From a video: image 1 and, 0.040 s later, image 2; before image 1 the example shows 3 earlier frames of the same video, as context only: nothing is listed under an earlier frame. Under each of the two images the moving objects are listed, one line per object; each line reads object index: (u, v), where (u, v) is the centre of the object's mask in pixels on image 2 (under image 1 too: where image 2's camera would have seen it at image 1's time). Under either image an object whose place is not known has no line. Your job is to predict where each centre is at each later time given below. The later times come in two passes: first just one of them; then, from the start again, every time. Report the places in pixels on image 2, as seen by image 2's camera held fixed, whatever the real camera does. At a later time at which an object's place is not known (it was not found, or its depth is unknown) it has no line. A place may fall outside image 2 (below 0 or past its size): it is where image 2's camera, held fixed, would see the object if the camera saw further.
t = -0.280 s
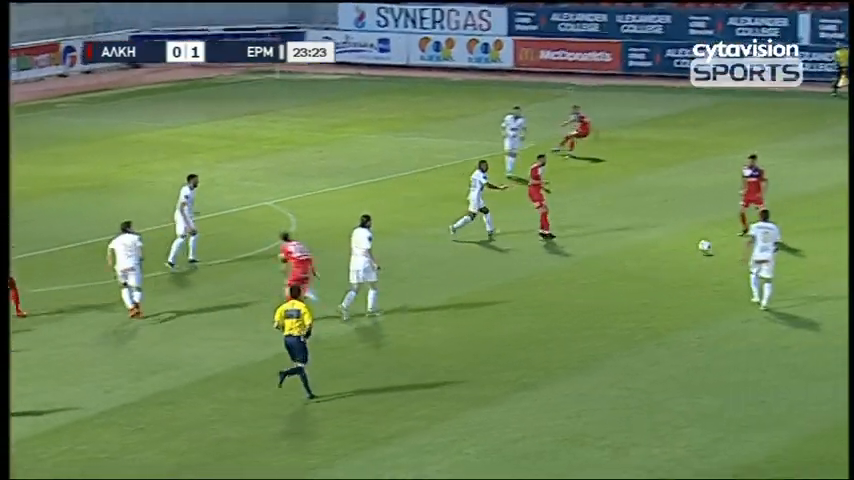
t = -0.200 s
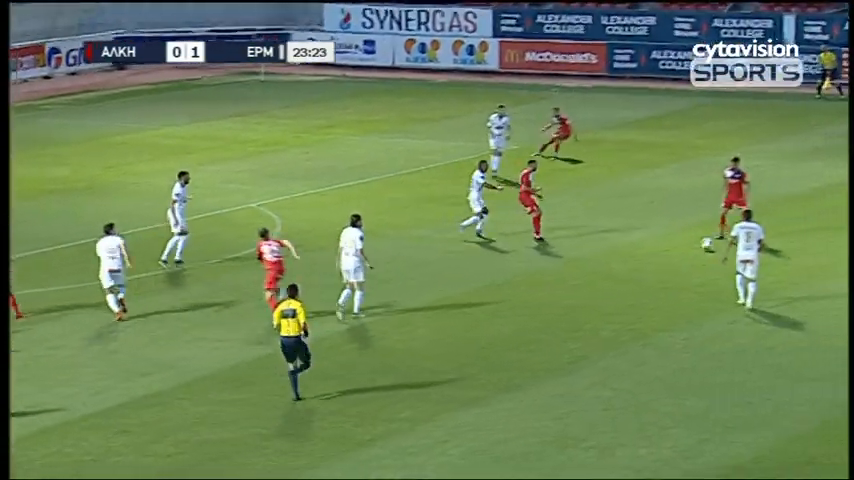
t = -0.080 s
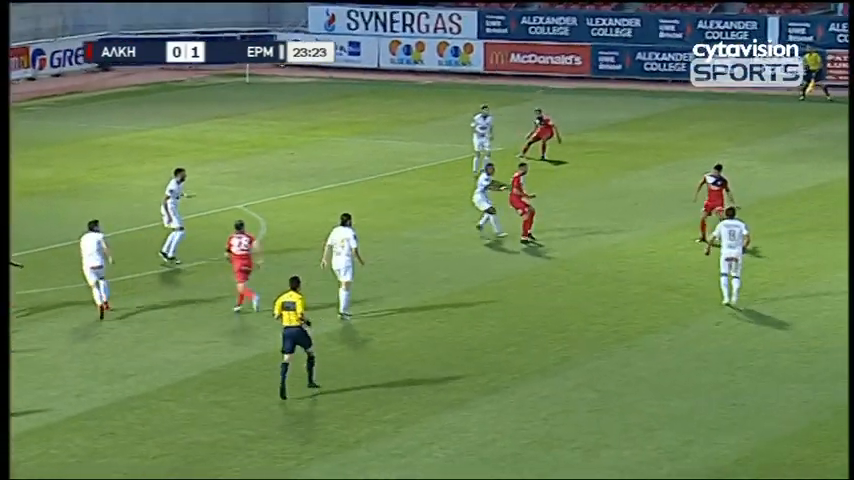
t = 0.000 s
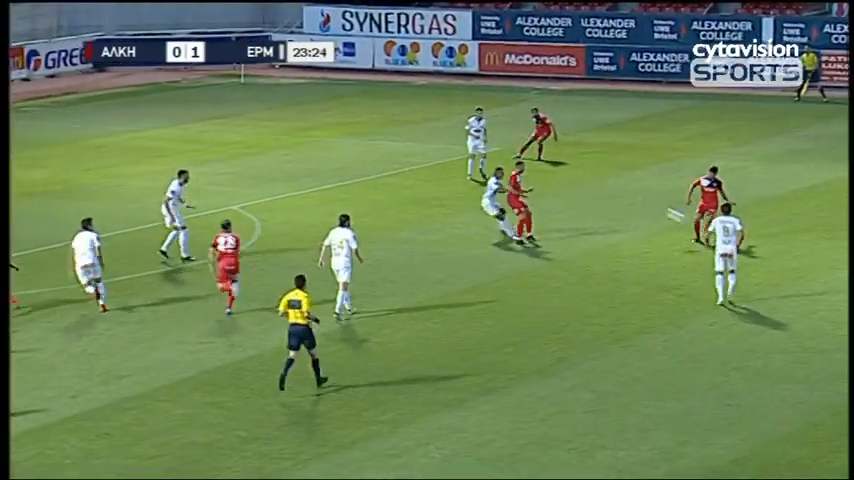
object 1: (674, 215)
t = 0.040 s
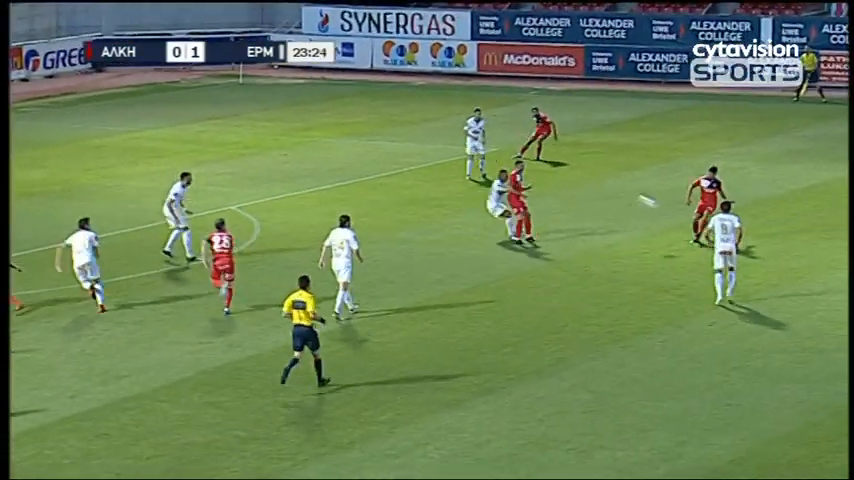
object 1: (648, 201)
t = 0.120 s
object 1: (594, 177)
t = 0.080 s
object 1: (620, 188)
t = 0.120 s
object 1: (594, 177)
